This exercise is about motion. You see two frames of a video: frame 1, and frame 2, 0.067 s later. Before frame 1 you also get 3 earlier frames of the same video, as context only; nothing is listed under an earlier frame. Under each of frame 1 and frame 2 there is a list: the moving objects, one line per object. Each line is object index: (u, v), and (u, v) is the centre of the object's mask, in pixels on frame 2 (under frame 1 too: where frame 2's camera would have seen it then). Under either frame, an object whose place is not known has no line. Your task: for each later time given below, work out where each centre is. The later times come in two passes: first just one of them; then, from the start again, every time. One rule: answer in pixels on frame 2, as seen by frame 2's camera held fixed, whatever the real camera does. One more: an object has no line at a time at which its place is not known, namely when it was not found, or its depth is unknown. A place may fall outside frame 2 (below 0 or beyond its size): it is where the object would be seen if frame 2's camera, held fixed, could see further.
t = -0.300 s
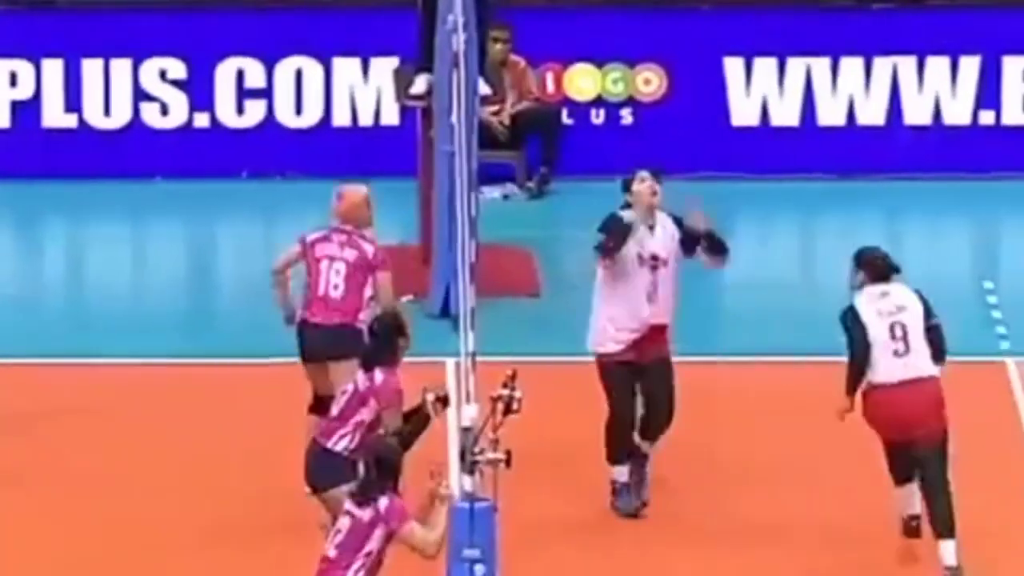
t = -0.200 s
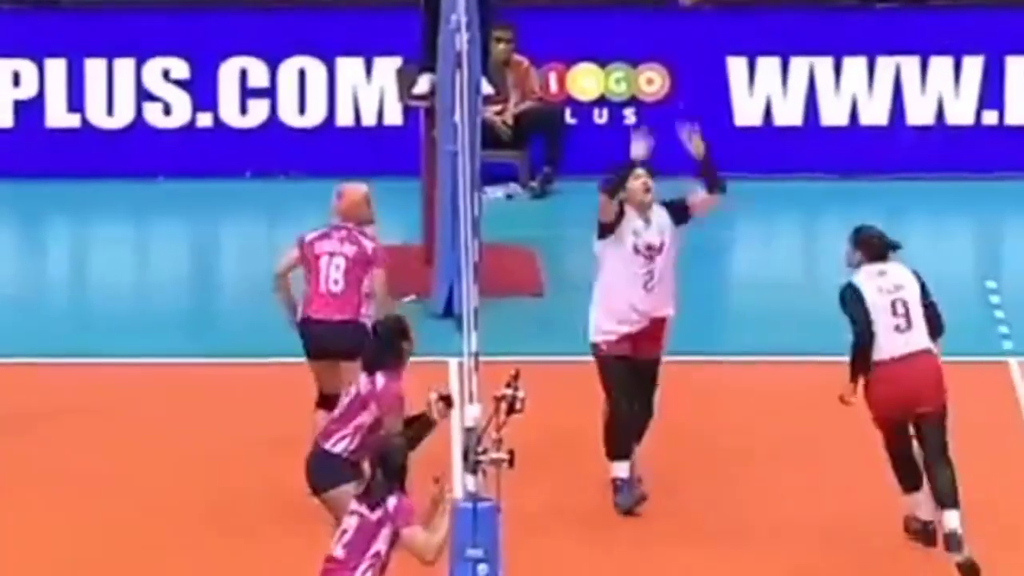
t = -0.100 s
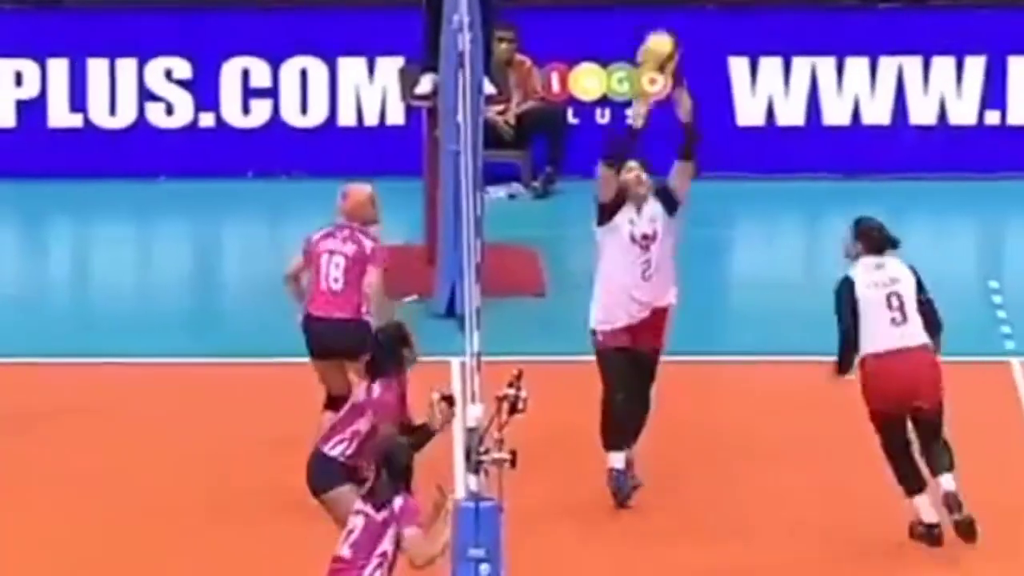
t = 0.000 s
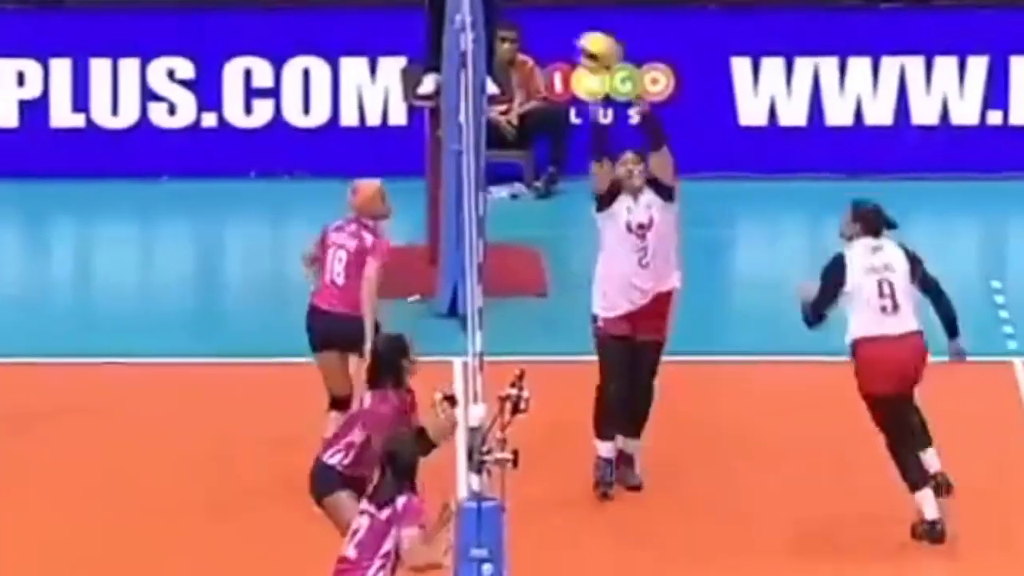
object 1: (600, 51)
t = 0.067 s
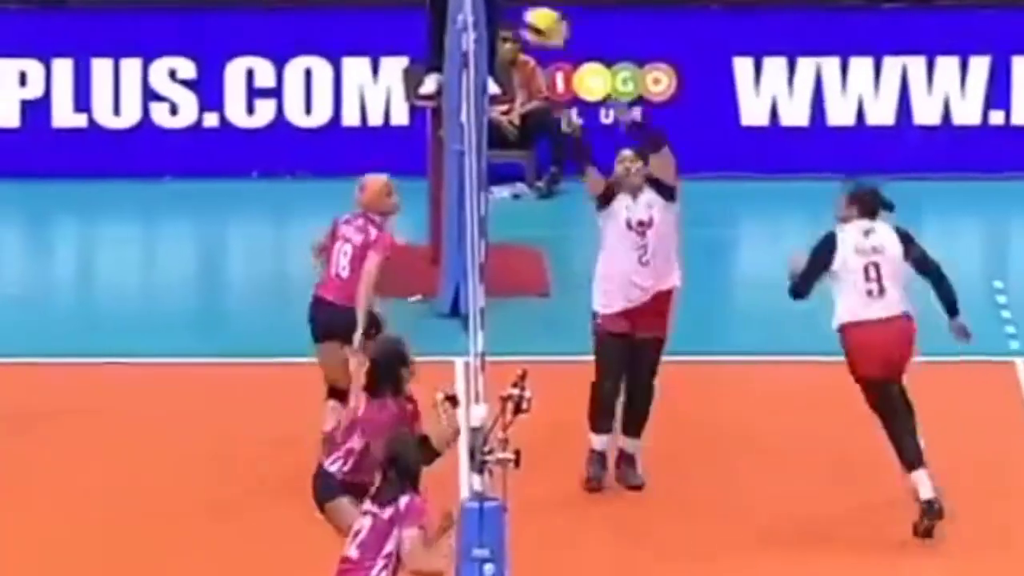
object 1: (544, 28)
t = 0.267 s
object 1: (377, 13)
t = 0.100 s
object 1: (517, 21)
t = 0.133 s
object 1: (492, 18)
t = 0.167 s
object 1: (460, 12)
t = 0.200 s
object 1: (429, 13)
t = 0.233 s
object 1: (404, 13)
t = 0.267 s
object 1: (377, 13)
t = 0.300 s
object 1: (349, 15)
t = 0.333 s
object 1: (322, 18)
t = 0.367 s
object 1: (296, 24)
